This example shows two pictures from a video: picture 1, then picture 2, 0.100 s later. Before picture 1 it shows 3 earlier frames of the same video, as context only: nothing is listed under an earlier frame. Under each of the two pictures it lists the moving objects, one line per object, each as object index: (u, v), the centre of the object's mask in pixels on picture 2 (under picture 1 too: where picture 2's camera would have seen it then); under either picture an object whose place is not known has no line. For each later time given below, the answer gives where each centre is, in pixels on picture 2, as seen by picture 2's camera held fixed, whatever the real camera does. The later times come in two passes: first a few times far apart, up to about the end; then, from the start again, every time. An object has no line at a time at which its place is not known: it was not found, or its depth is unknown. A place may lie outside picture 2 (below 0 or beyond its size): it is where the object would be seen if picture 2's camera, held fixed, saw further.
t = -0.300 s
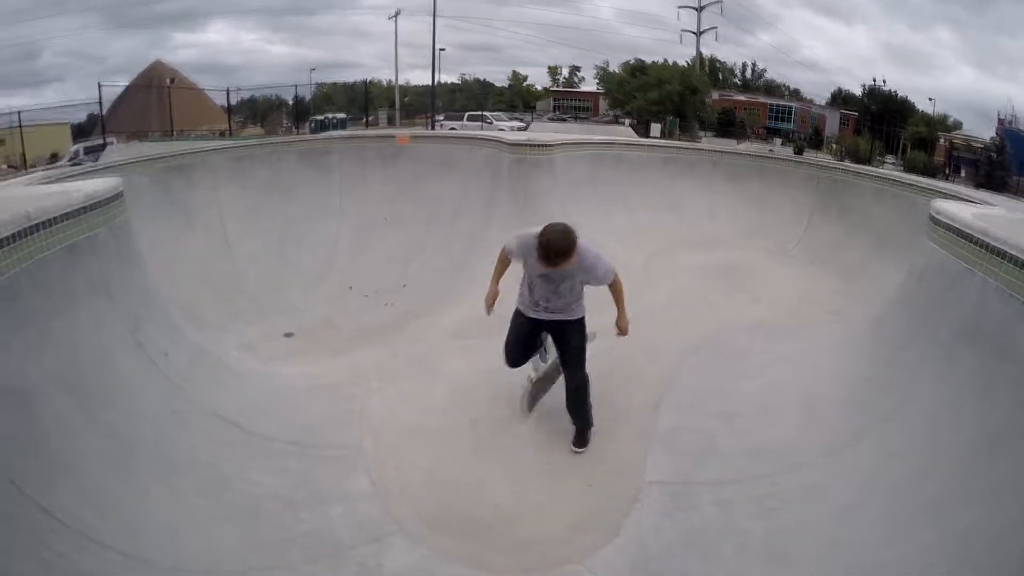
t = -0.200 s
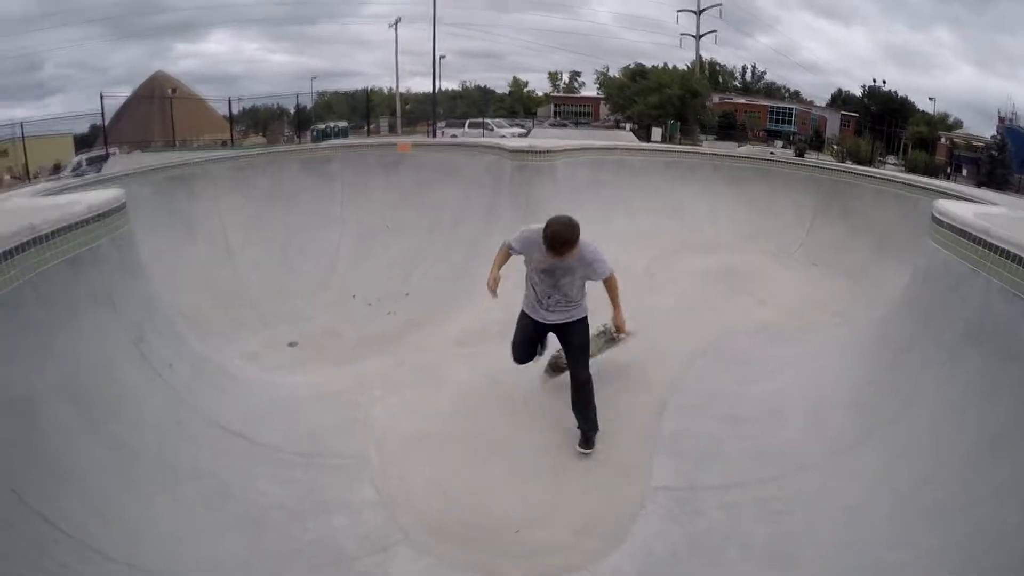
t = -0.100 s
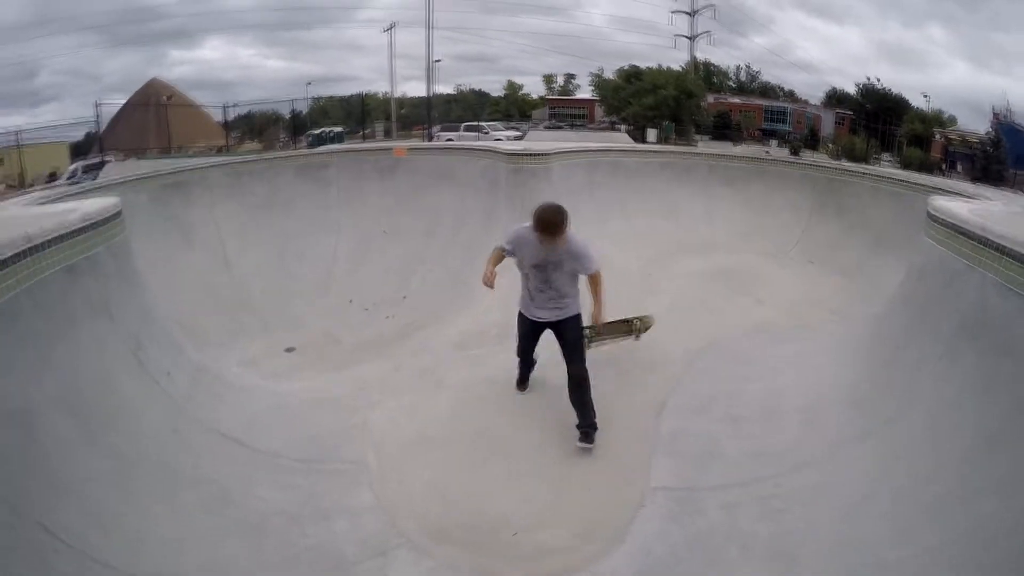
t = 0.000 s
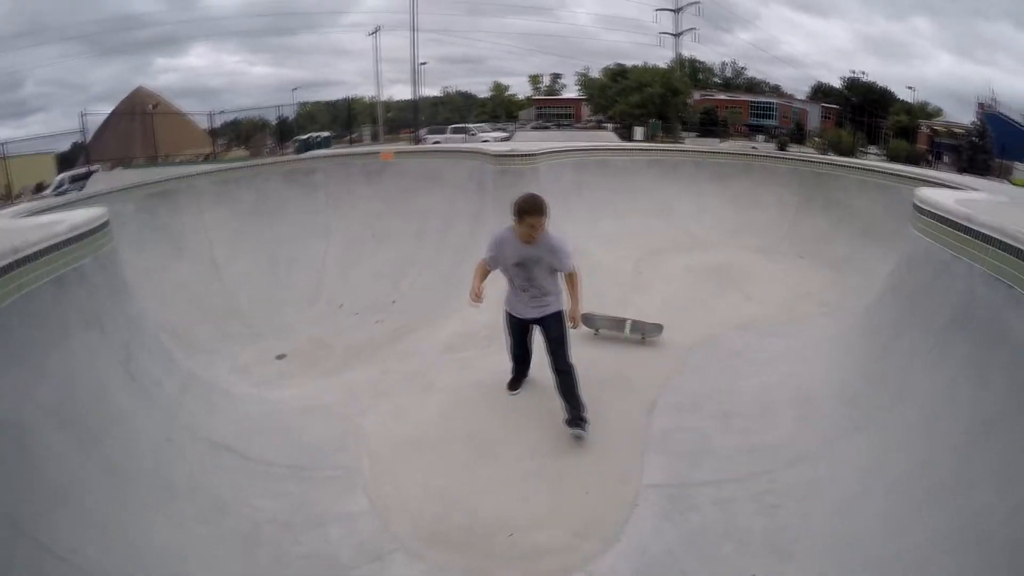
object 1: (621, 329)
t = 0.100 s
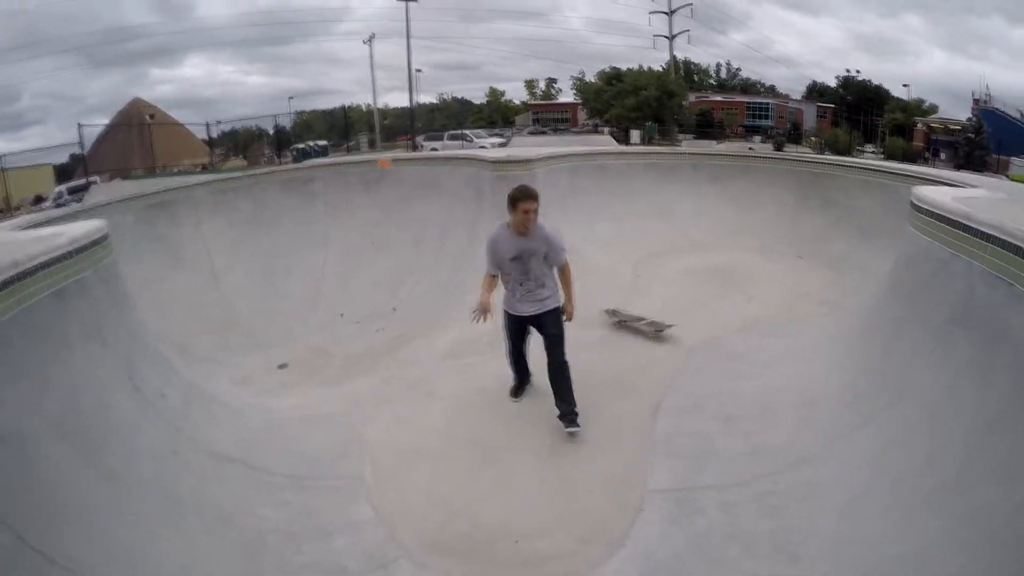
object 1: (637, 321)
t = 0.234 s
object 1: (654, 312)
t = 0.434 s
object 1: (664, 302)
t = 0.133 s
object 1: (642, 319)
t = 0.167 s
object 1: (647, 317)
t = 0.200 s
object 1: (651, 315)
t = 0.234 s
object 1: (654, 312)
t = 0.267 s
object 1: (658, 309)
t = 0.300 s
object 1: (659, 308)
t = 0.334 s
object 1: (661, 306)
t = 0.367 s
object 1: (663, 304)
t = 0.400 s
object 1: (663, 303)
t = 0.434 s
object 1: (664, 302)
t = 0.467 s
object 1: (665, 300)
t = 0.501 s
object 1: (666, 298)
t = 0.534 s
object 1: (667, 295)
